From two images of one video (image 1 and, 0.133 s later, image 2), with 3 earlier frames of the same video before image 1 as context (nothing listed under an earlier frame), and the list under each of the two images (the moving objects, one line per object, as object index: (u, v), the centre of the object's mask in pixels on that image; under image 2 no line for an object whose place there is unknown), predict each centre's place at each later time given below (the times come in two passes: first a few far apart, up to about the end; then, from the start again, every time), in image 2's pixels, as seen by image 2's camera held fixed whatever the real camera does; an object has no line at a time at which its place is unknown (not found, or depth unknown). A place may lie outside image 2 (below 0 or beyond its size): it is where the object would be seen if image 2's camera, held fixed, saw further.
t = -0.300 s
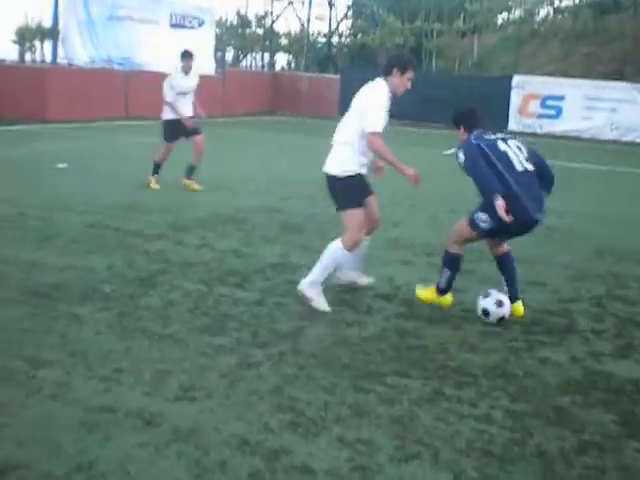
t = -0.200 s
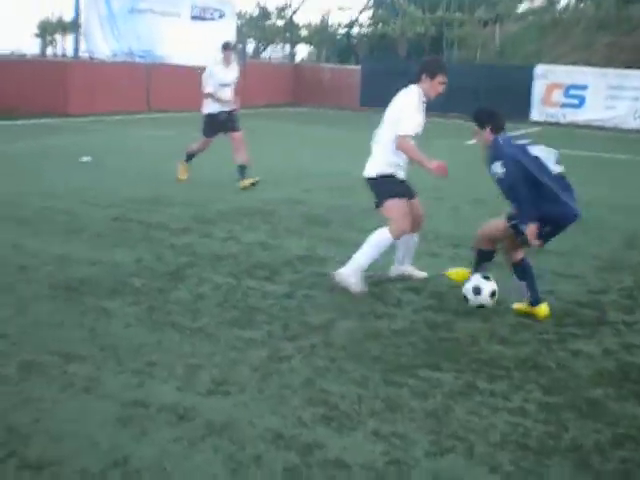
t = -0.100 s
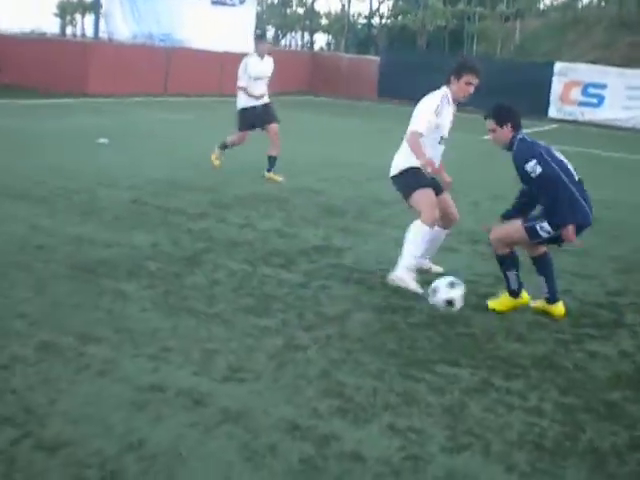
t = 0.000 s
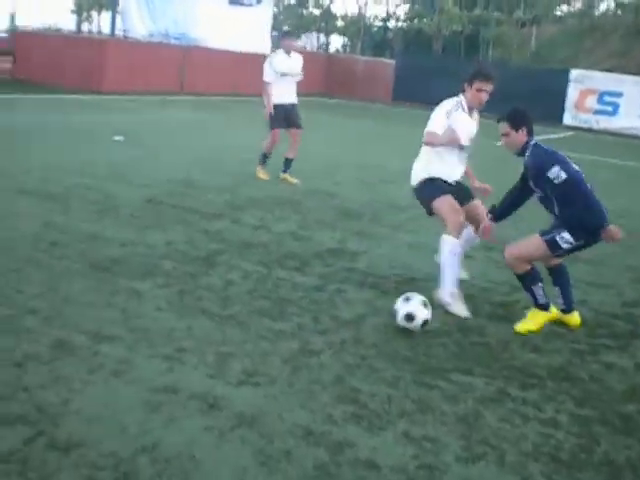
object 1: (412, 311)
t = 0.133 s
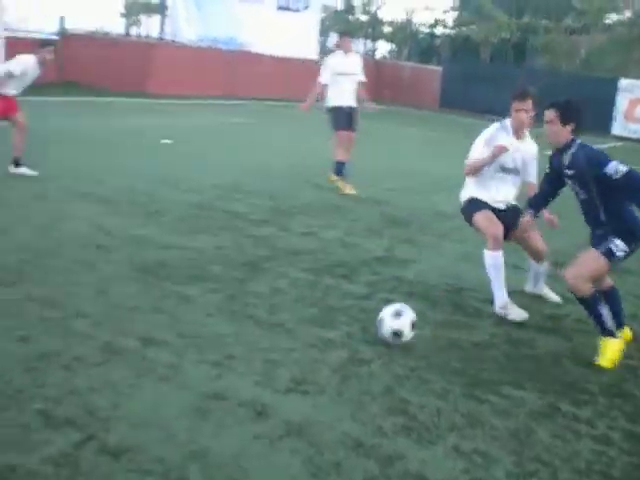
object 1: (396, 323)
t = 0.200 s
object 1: (363, 324)
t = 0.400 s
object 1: (256, 325)
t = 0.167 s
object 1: (379, 327)
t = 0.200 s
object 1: (363, 324)
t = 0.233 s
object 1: (346, 322)
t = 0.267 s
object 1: (328, 323)
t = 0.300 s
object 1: (309, 326)
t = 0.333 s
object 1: (292, 327)
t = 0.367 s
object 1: (274, 326)
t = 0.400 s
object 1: (256, 325)
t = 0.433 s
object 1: (238, 327)
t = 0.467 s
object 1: (219, 329)
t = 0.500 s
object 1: (199, 327)
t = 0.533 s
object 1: (180, 327)
